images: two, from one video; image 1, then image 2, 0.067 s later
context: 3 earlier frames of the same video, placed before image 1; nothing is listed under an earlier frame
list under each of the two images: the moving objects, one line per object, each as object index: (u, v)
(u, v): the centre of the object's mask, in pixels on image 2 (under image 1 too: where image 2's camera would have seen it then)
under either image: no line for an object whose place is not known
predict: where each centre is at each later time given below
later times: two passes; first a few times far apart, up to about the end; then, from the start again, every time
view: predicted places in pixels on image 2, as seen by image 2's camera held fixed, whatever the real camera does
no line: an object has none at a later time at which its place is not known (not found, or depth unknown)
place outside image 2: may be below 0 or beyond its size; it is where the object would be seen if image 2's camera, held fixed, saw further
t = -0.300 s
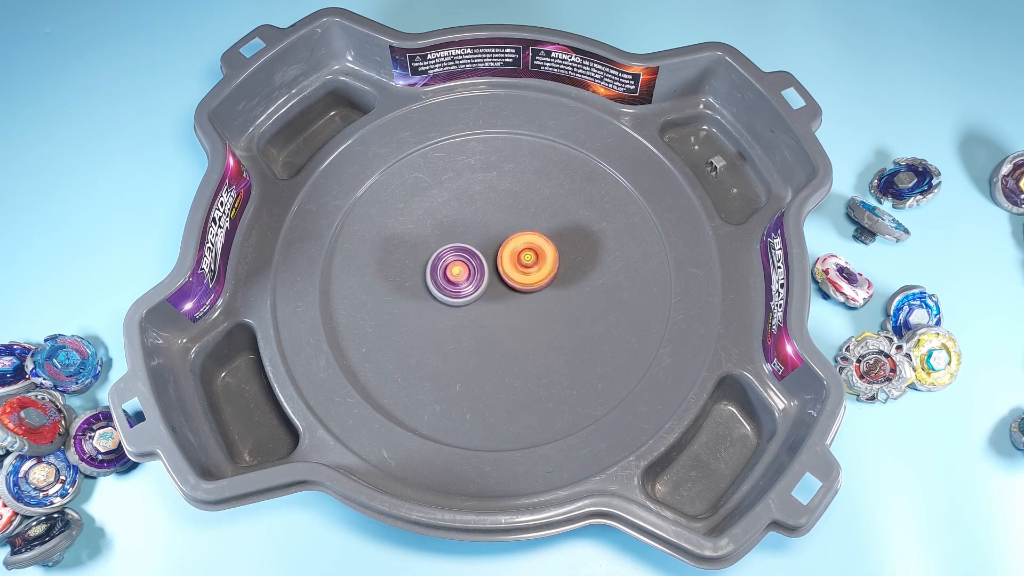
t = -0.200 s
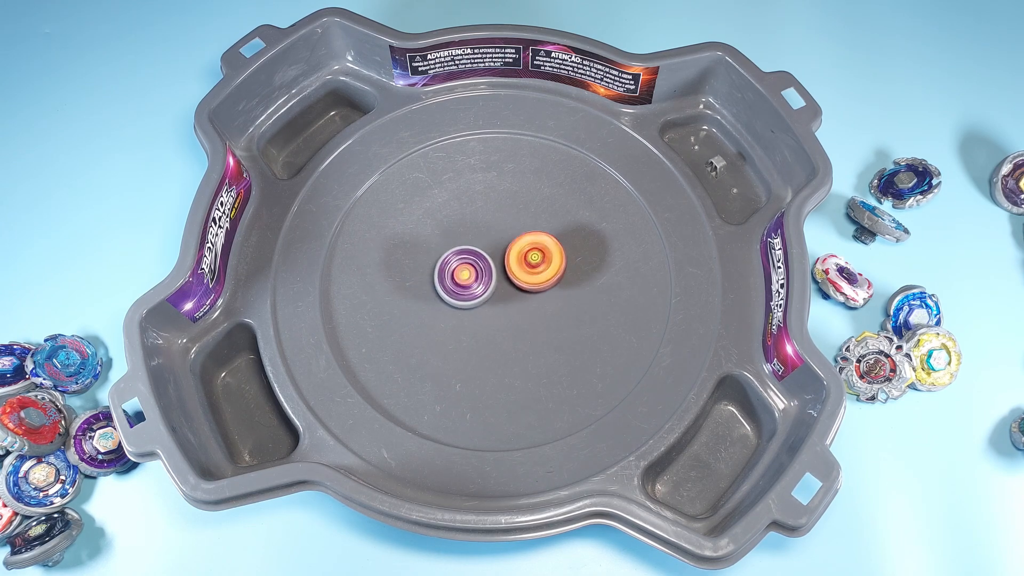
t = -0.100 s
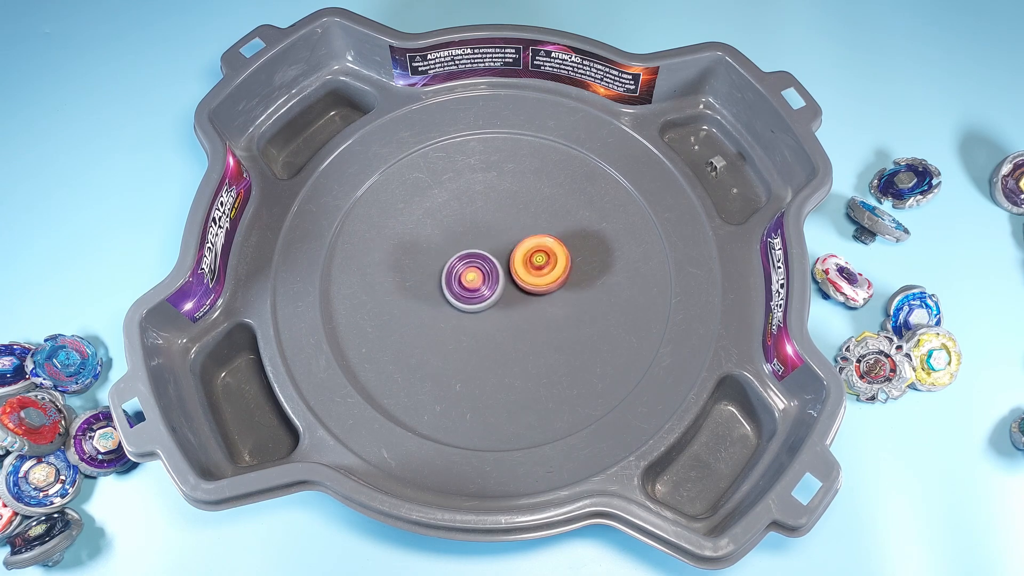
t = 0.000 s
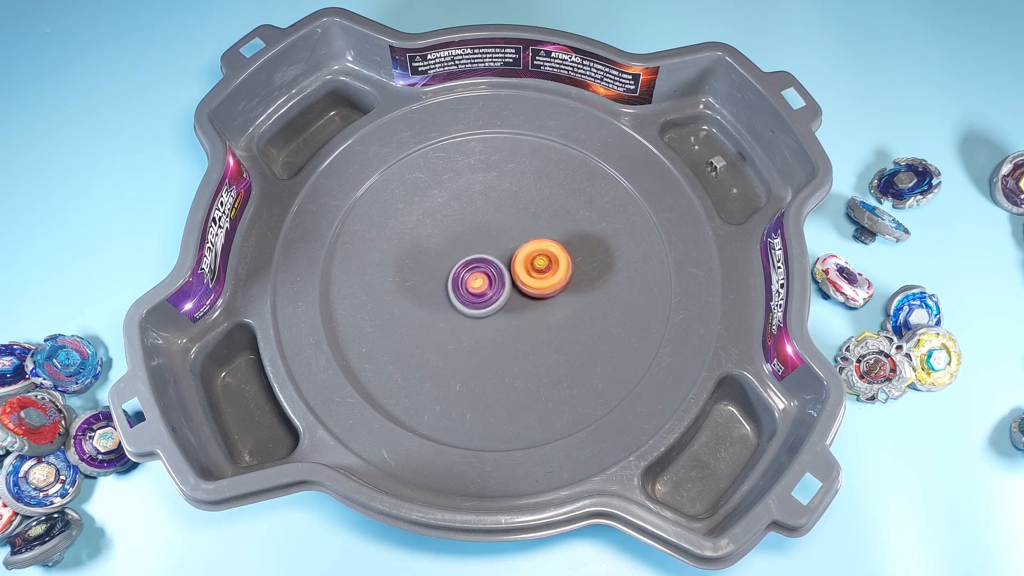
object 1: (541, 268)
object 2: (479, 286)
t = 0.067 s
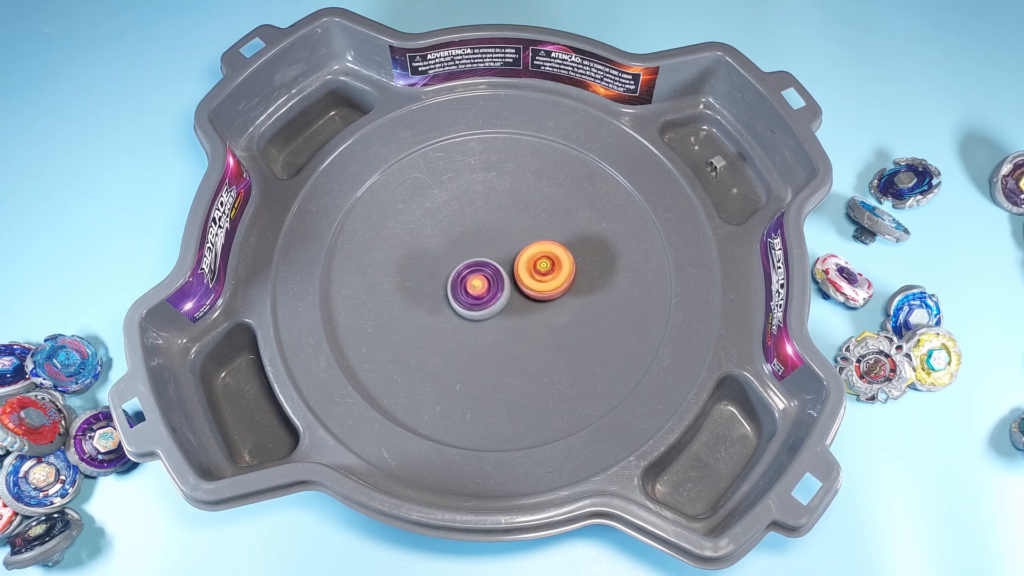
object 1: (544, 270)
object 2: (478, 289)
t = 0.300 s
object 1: (543, 275)
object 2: (474, 304)
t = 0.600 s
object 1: (525, 268)
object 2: (463, 313)
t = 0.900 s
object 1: (513, 253)
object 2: (462, 303)
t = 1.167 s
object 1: (513, 235)
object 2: (477, 292)
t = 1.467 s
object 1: (511, 235)
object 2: (497, 295)
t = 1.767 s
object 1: (502, 242)
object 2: (507, 311)
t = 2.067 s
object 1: (483, 248)
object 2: (503, 319)
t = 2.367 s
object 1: (464, 250)
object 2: (496, 308)
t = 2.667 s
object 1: (467, 246)
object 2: (506, 299)
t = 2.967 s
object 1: (476, 254)
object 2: (523, 298)
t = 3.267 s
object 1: (474, 271)
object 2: (534, 301)
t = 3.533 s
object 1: (468, 284)
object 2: (530, 303)
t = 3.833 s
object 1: (469, 280)
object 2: (530, 298)
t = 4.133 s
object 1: (488, 268)
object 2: (542, 292)
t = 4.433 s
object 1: (505, 254)
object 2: (554, 295)
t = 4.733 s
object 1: (487, 252)
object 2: (552, 297)
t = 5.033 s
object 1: (486, 253)
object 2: (539, 284)
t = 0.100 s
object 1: (545, 271)
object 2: (479, 291)
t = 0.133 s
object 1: (545, 273)
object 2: (480, 293)
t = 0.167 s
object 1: (543, 274)
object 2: (481, 295)
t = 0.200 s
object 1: (542, 274)
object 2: (482, 297)
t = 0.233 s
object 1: (542, 275)
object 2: (480, 300)
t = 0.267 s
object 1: (544, 275)
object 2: (475, 302)
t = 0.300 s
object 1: (543, 275)
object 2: (474, 304)
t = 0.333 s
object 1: (544, 274)
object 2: (473, 306)
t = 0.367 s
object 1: (543, 274)
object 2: (473, 308)
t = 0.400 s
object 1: (540, 272)
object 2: (471, 310)
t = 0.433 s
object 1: (537, 272)
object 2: (469, 311)
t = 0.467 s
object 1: (534, 271)
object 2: (468, 312)
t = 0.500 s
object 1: (532, 271)
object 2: (467, 313)
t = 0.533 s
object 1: (530, 270)
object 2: (466, 313)
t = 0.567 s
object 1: (527, 269)
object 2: (465, 313)
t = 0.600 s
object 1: (525, 268)
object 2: (463, 313)
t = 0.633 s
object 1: (523, 267)
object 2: (462, 313)
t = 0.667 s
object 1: (521, 266)
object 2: (462, 312)
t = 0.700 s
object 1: (519, 264)
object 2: (461, 312)
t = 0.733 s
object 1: (518, 262)
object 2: (461, 310)
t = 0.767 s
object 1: (516, 260)
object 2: (460, 309)
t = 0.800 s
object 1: (515, 259)
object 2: (460, 308)
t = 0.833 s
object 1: (514, 257)
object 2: (461, 307)
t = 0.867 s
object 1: (513, 255)
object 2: (462, 305)
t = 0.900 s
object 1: (513, 253)
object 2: (462, 303)
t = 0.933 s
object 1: (512, 251)
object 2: (464, 302)
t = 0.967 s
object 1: (512, 249)
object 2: (465, 300)
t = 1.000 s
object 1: (512, 246)
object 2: (466, 299)
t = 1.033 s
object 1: (512, 244)
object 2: (468, 297)
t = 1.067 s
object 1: (512, 242)
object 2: (470, 296)
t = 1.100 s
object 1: (513, 239)
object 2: (472, 294)
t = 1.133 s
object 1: (513, 237)
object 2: (474, 293)
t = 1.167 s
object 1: (513, 235)
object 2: (477, 292)
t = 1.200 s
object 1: (513, 235)
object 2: (480, 291)
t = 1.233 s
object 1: (513, 233)
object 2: (482, 290)
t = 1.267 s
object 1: (513, 234)
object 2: (485, 289)
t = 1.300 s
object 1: (512, 234)
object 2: (486, 291)
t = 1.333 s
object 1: (513, 233)
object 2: (488, 292)
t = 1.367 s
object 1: (513, 234)
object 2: (490, 292)
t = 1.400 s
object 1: (511, 234)
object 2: (493, 293)
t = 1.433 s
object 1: (511, 234)
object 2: (495, 294)
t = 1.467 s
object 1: (511, 235)
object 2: (497, 295)
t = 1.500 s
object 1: (509, 237)
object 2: (499, 297)
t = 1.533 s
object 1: (510, 236)
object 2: (499, 300)
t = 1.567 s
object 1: (510, 237)
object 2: (501, 302)
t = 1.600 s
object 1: (508, 238)
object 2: (503, 303)
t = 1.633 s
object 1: (508, 237)
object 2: (504, 305)
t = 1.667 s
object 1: (507, 239)
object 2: (505, 307)
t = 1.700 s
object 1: (504, 241)
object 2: (506, 308)
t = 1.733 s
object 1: (503, 241)
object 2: (507, 310)
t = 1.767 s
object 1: (502, 242)
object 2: (507, 311)
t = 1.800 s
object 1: (500, 244)
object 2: (507, 313)
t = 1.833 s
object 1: (497, 246)
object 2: (507, 314)
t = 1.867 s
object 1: (494, 246)
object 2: (507, 315)
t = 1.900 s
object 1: (493, 246)
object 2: (507, 317)
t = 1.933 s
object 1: (492, 247)
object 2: (506, 317)
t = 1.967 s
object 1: (490, 248)
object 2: (505, 318)
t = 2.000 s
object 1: (487, 249)
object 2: (504, 318)
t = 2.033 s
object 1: (484, 248)
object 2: (504, 319)
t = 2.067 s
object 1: (483, 248)
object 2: (503, 319)
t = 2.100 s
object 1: (481, 249)
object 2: (502, 318)
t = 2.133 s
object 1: (478, 249)
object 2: (500, 318)
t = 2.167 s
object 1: (475, 249)
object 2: (499, 317)
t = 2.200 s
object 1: (473, 248)
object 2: (499, 316)
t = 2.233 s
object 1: (471, 248)
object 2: (498, 315)
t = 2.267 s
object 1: (469, 249)
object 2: (497, 313)
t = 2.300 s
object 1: (466, 248)
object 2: (496, 312)
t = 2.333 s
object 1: (466, 249)
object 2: (496, 310)
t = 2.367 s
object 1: (464, 250)
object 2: (496, 308)
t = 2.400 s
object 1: (463, 250)
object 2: (496, 306)
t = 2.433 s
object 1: (464, 250)
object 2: (496, 303)
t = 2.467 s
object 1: (463, 250)
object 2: (497, 304)
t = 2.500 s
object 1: (464, 249)
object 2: (497, 303)
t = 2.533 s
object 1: (465, 250)
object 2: (499, 301)
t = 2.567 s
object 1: (464, 249)
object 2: (501, 303)
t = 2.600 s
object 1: (465, 247)
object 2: (502, 302)
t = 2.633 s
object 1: (466, 246)
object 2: (504, 301)
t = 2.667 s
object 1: (467, 246)
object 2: (506, 299)
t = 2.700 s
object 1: (468, 246)
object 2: (508, 298)
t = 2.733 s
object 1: (470, 246)
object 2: (509, 297)
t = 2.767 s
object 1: (471, 247)
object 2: (511, 297)
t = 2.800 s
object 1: (473, 248)
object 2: (513, 296)
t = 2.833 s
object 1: (473, 250)
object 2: (515, 295)
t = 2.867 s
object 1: (474, 250)
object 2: (517, 296)
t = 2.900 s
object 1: (475, 250)
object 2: (519, 295)
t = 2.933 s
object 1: (476, 253)
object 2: (521, 296)
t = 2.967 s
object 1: (476, 254)
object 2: (523, 298)
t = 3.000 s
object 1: (476, 256)
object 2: (525, 297)
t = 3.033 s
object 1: (477, 258)
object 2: (527, 298)
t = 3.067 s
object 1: (476, 261)
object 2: (528, 298)
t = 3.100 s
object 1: (476, 262)
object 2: (530, 299)
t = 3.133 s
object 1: (476, 263)
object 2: (531, 299)
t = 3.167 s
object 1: (476, 264)
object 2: (532, 300)
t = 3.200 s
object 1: (476, 267)
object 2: (533, 300)
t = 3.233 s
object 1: (475, 269)
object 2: (534, 301)
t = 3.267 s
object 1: (474, 271)
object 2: (534, 301)
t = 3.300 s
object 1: (473, 272)
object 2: (534, 302)
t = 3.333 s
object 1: (473, 273)
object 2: (534, 303)
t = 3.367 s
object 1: (472, 275)
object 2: (534, 303)
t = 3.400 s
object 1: (471, 277)
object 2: (534, 303)
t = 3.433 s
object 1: (470, 279)
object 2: (533, 303)
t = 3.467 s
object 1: (469, 280)
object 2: (532, 303)
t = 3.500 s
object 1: (469, 282)
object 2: (531, 303)
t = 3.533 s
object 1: (468, 284)
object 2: (530, 303)
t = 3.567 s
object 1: (467, 284)
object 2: (529, 302)
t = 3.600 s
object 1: (466, 284)
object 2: (528, 302)
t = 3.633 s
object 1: (465, 282)
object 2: (528, 302)
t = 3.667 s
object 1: (466, 281)
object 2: (528, 301)
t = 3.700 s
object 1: (466, 281)
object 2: (529, 301)
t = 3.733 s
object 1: (464, 279)
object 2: (530, 301)
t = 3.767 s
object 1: (465, 278)
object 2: (530, 300)
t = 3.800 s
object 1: (467, 277)
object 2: (531, 299)
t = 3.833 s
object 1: (469, 280)
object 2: (530, 298)
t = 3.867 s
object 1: (469, 281)
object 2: (533, 298)
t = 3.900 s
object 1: (464, 278)
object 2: (537, 299)
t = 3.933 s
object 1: (462, 274)
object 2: (537, 298)
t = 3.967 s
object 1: (464, 272)
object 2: (538, 297)
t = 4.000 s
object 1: (468, 272)
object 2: (539, 296)
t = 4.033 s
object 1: (471, 273)
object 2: (540, 295)
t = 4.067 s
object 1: (477, 271)
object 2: (541, 294)
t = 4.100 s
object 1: (482, 269)
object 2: (541, 293)
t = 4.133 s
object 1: (488, 268)
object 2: (542, 292)
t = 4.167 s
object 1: (489, 264)
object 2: (546, 293)
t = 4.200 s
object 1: (492, 262)
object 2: (547, 293)
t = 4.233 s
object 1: (495, 260)
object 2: (548, 292)
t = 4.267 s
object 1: (497, 259)
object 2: (549, 292)
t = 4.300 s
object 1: (501, 260)
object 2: (550, 291)
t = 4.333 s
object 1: (502, 257)
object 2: (553, 295)
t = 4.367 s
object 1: (502, 253)
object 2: (553, 296)
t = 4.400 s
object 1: (503, 252)
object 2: (554, 295)
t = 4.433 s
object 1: (505, 254)
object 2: (554, 295)
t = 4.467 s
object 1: (506, 258)
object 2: (554, 295)
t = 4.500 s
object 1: (504, 258)
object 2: (557, 297)
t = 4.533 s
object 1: (501, 257)
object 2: (556, 298)
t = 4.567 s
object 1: (497, 256)
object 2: (556, 298)
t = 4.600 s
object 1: (493, 255)
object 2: (556, 298)
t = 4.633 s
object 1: (490, 254)
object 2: (555, 298)
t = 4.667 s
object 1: (488, 253)
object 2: (554, 298)
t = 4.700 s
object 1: (487, 253)
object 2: (553, 298)
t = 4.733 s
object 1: (487, 252)
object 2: (552, 297)
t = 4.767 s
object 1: (487, 252)
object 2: (550, 296)
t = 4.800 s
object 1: (487, 252)
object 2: (549, 295)
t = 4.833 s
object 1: (487, 251)
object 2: (547, 294)
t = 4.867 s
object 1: (485, 251)
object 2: (546, 293)
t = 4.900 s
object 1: (485, 252)
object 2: (544, 292)
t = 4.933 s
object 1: (486, 252)
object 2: (543, 290)
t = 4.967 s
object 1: (487, 253)
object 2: (541, 288)
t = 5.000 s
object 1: (487, 253)
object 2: (539, 286)
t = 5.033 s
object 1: (486, 253)
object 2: (539, 284)
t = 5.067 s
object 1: (485, 252)
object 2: (537, 283)
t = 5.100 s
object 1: (485, 252)
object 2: (537, 283)
